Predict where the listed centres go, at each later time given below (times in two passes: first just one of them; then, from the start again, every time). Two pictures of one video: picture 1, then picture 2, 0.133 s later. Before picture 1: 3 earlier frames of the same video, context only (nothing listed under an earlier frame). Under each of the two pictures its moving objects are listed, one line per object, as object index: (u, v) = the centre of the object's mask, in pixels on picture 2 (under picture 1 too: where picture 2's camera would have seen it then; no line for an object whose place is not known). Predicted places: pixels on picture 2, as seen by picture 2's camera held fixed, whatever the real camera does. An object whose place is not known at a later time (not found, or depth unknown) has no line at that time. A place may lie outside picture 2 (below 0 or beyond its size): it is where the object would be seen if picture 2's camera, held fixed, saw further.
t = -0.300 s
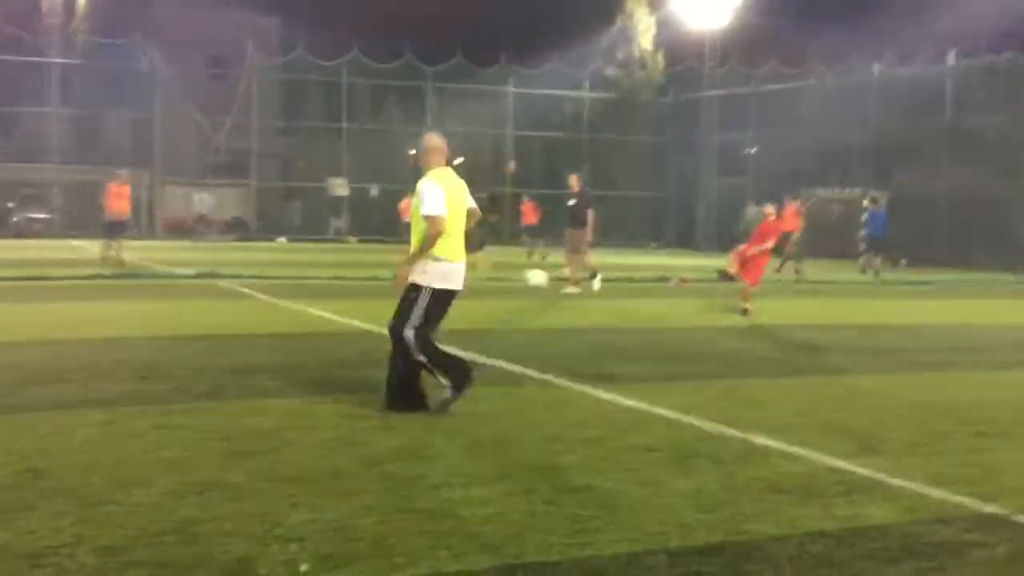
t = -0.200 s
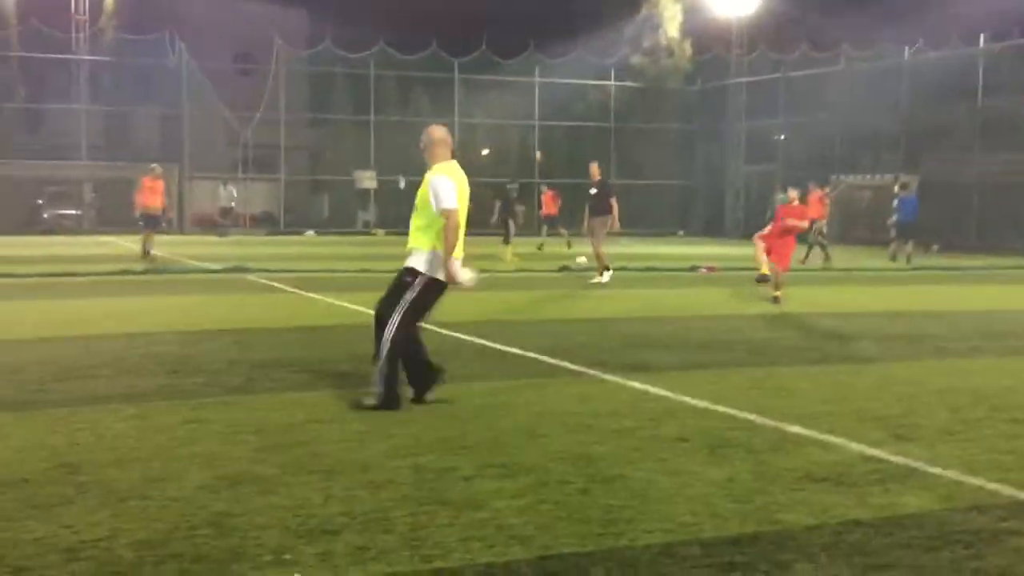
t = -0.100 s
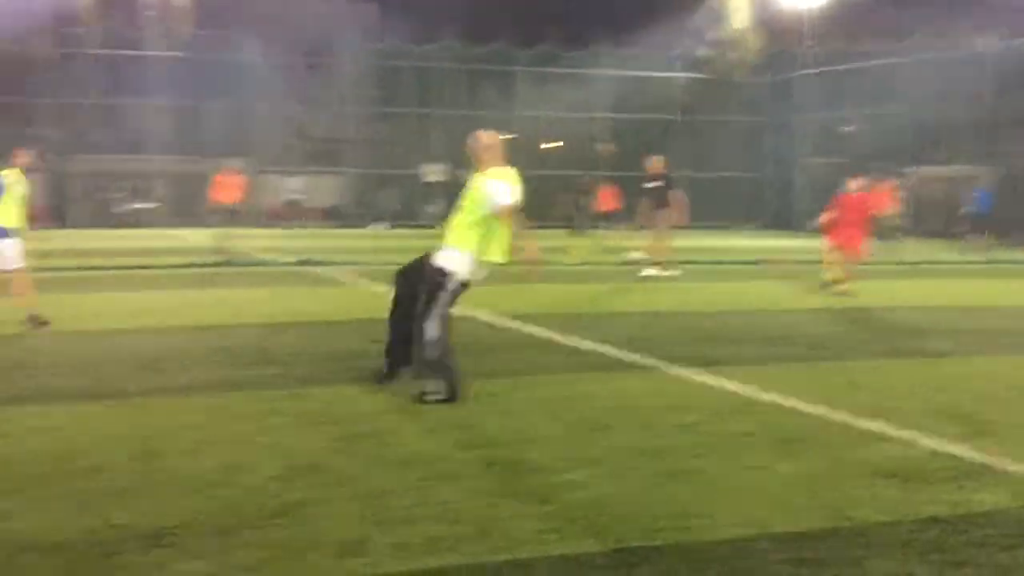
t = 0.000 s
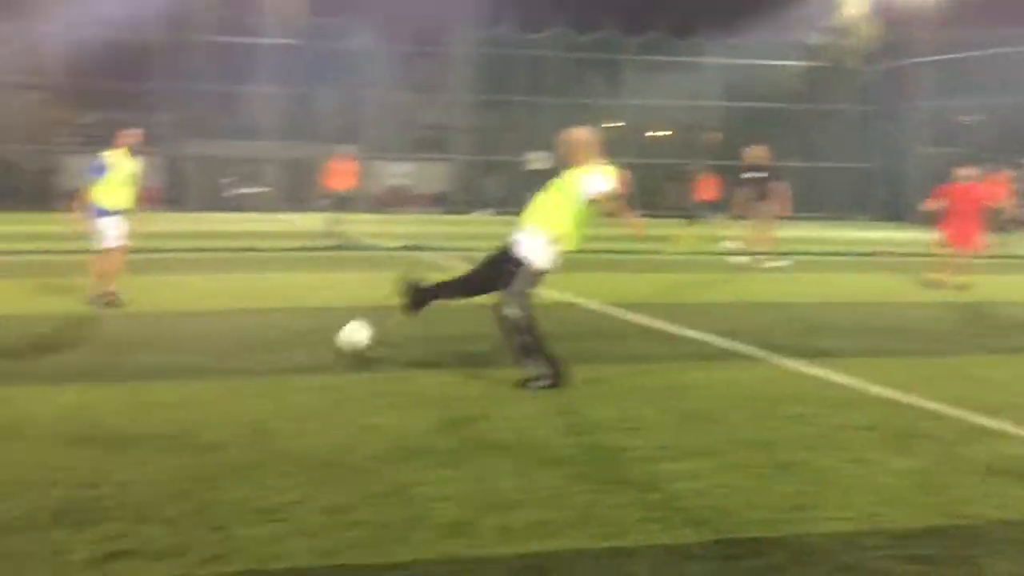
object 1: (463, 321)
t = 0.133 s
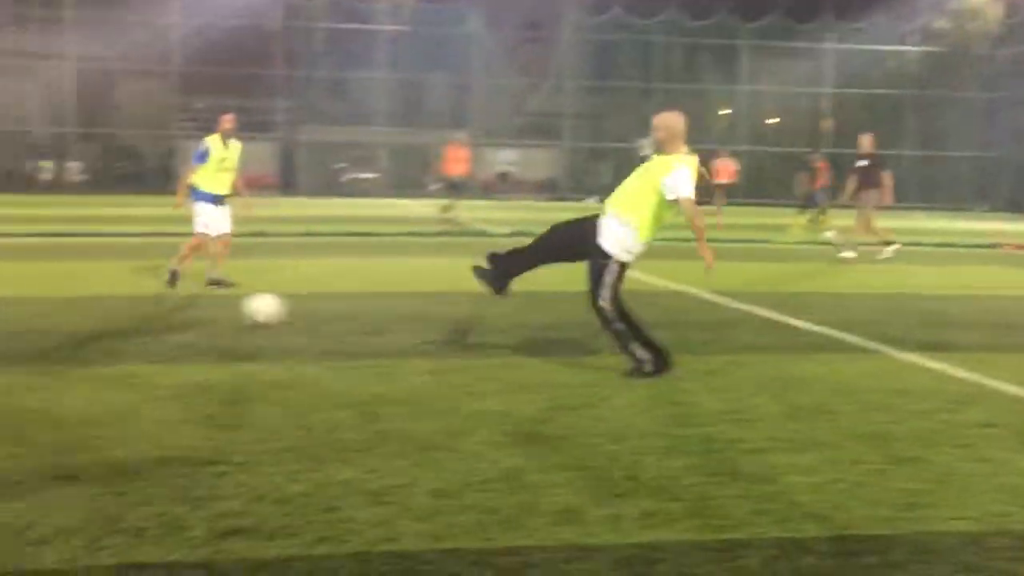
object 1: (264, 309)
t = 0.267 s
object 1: (7, 327)
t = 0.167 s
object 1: (207, 309)
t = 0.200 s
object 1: (147, 313)
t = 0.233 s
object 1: (80, 318)
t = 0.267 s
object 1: (7, 327)
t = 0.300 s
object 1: (-70, 339)
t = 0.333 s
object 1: (-156, 356)
